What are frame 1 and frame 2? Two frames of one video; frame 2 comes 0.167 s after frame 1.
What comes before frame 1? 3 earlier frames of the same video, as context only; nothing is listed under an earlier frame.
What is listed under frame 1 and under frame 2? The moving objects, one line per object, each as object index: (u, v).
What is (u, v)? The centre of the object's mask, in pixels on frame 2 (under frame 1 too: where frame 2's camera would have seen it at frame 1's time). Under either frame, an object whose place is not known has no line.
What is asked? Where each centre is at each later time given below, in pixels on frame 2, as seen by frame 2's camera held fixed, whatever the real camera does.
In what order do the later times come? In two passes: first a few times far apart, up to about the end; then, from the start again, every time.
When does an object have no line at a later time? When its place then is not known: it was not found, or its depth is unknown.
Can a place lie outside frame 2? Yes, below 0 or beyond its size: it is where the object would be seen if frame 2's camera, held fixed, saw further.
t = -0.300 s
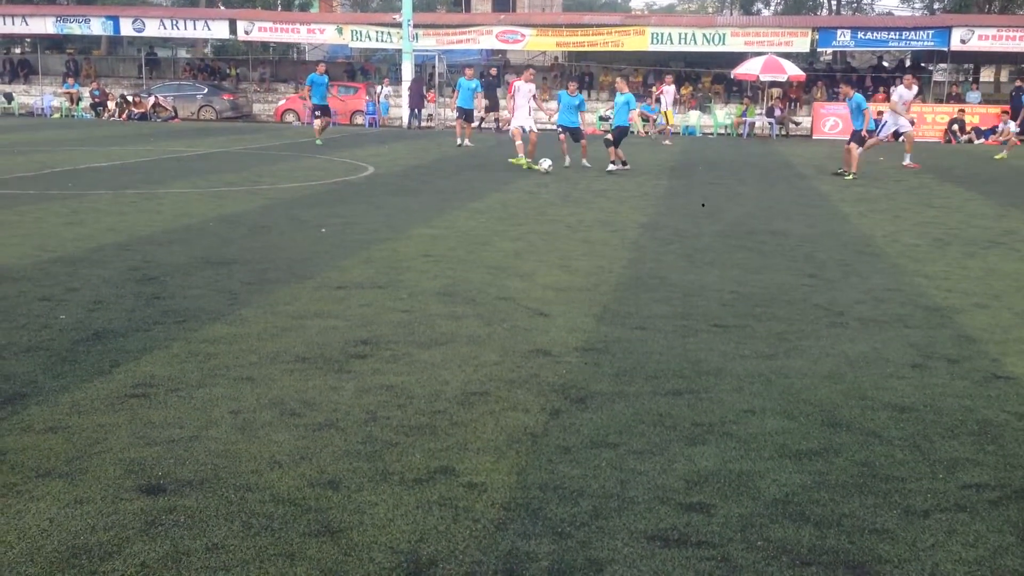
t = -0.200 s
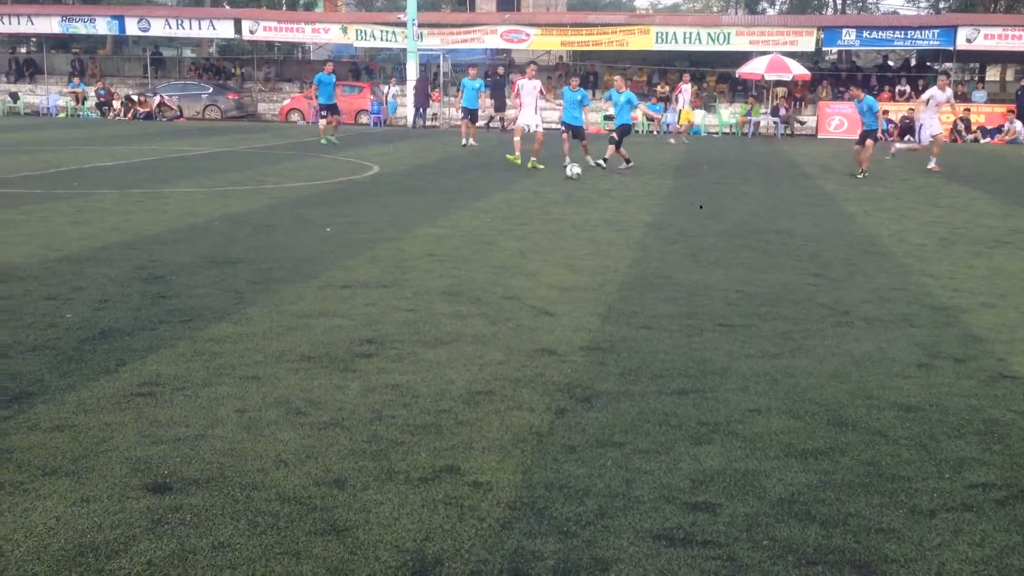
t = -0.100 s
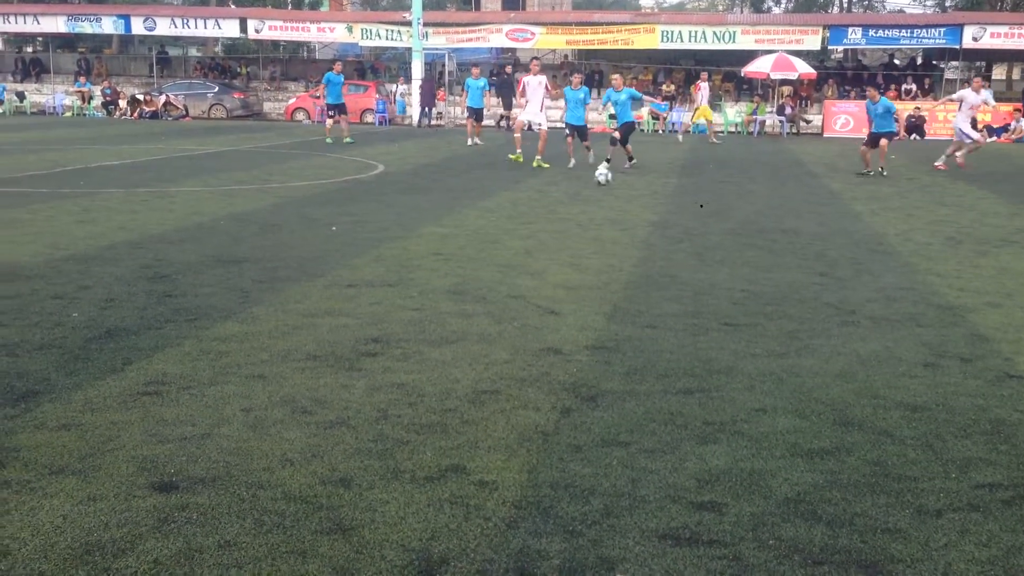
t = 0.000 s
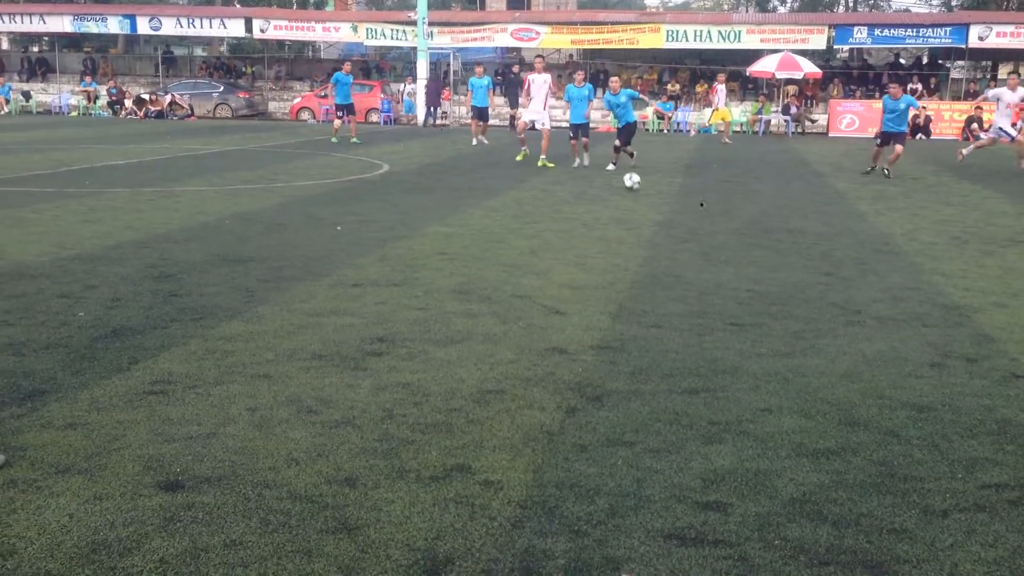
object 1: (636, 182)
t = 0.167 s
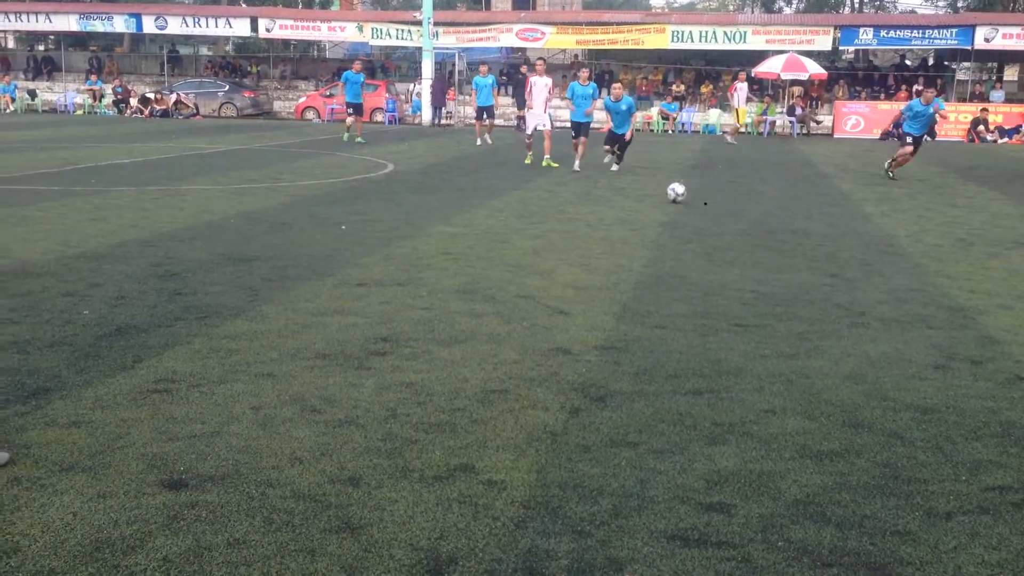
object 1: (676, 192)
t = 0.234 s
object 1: (691, 192)
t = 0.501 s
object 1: (760, 205)
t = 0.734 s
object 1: (836, 227)
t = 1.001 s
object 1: (948, 261)
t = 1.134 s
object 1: (1020, 276)
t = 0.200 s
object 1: (684, 192)
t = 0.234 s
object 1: (691, 192)
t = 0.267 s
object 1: (699, 195)
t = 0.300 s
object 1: (707, 198)
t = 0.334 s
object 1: (715, 202)
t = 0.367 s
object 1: (724, 206)
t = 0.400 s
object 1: (732, 203)
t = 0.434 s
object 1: (742, 203)
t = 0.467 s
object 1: (751, 203)
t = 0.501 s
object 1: (760, 205)
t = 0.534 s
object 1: (770, 208)
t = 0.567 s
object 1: (780, 212)
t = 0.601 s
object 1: (790, 219)
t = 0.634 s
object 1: (800, 225)
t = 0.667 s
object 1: (812, 224)
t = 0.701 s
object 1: (824, 224)
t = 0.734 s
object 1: (836, 227)
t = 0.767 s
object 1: (848, 232)
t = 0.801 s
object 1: (860, 238)
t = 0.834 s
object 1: (874, 243)
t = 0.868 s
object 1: (887, 243)
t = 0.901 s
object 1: (901, 246)
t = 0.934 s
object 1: (916, 249)
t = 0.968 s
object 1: (932, 253)
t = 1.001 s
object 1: (948, 261)
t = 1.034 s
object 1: (964, 265)
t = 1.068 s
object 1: (982, 266)
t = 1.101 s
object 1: (1001, 270)
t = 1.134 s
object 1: (1020, 276)
